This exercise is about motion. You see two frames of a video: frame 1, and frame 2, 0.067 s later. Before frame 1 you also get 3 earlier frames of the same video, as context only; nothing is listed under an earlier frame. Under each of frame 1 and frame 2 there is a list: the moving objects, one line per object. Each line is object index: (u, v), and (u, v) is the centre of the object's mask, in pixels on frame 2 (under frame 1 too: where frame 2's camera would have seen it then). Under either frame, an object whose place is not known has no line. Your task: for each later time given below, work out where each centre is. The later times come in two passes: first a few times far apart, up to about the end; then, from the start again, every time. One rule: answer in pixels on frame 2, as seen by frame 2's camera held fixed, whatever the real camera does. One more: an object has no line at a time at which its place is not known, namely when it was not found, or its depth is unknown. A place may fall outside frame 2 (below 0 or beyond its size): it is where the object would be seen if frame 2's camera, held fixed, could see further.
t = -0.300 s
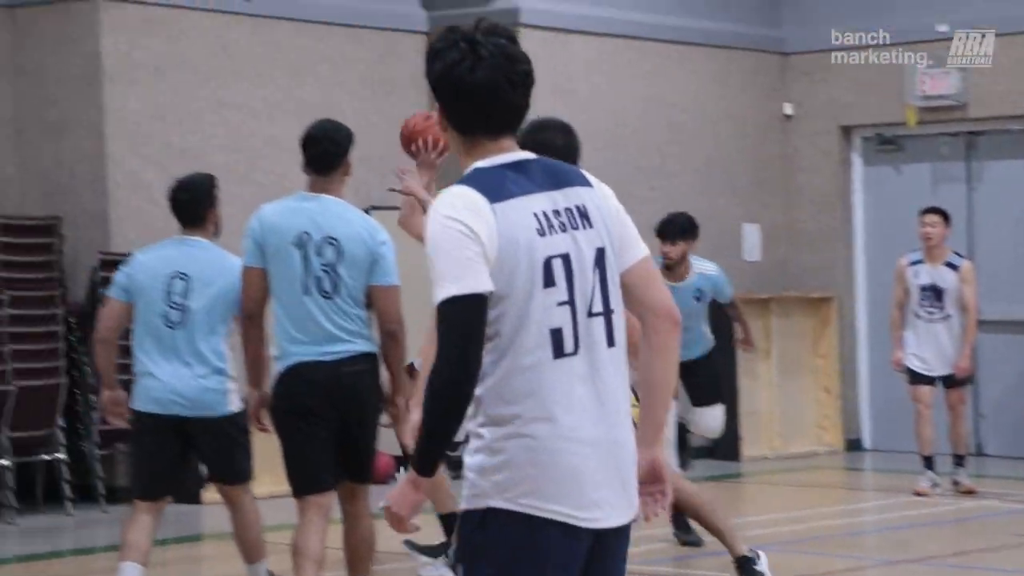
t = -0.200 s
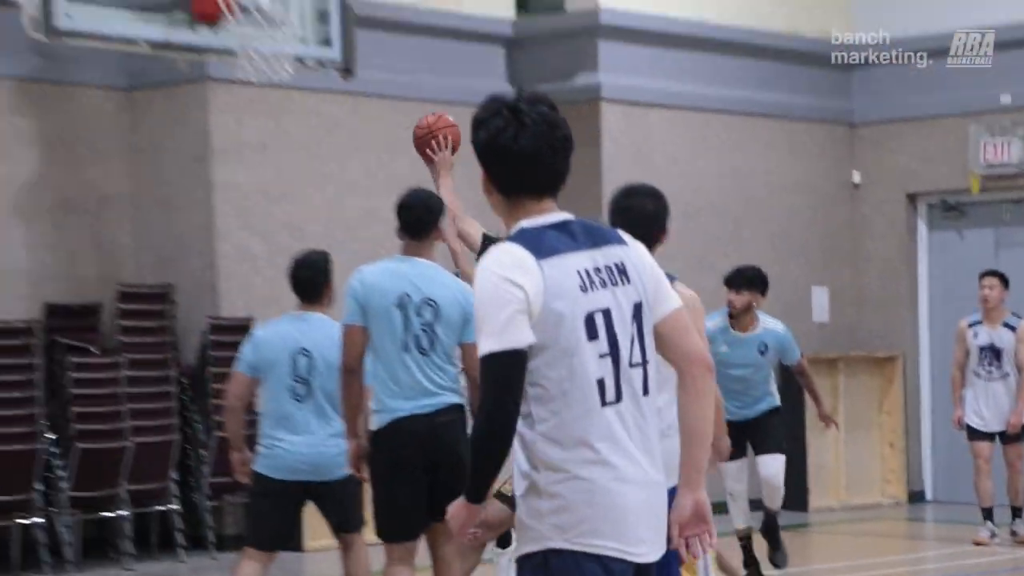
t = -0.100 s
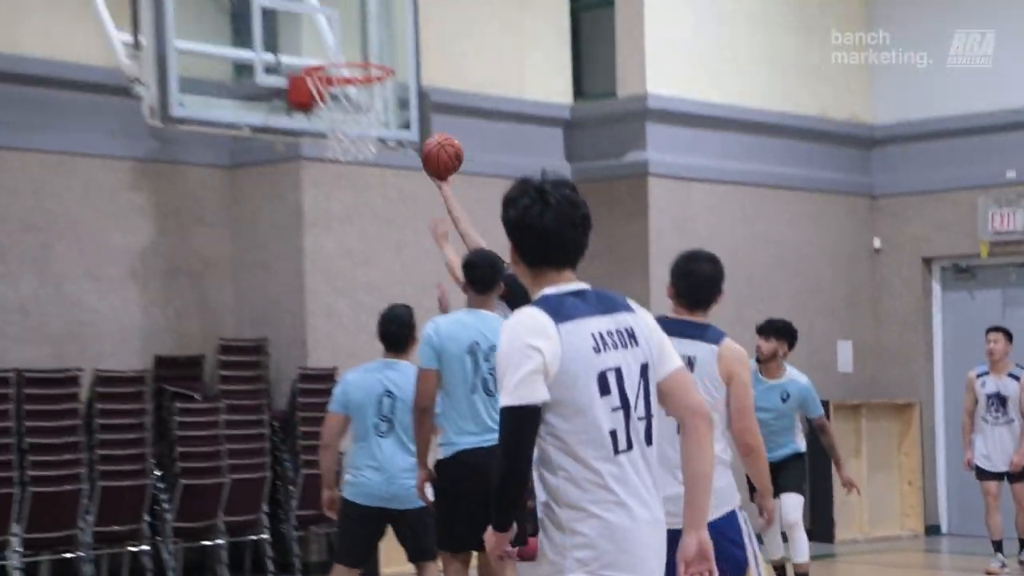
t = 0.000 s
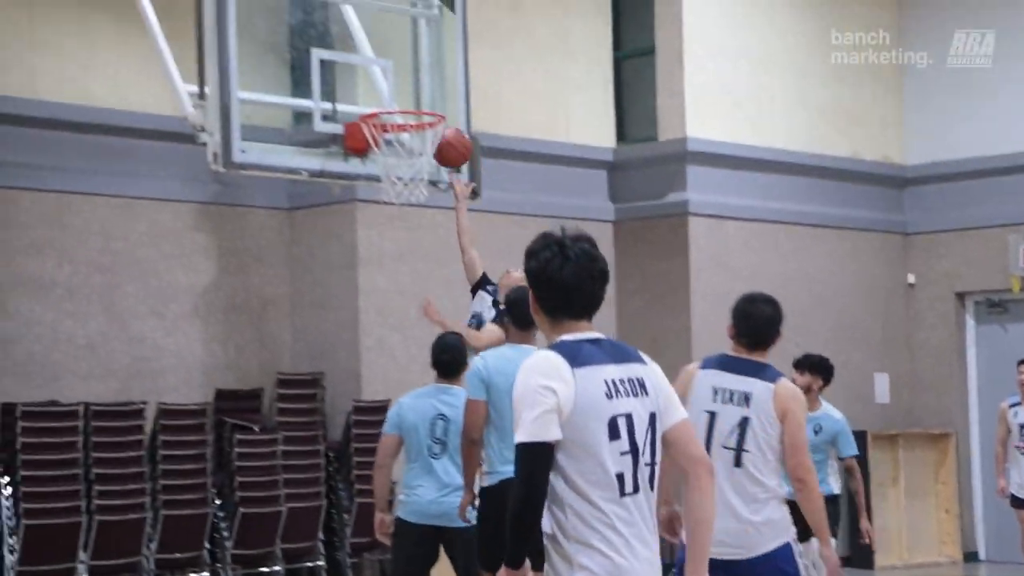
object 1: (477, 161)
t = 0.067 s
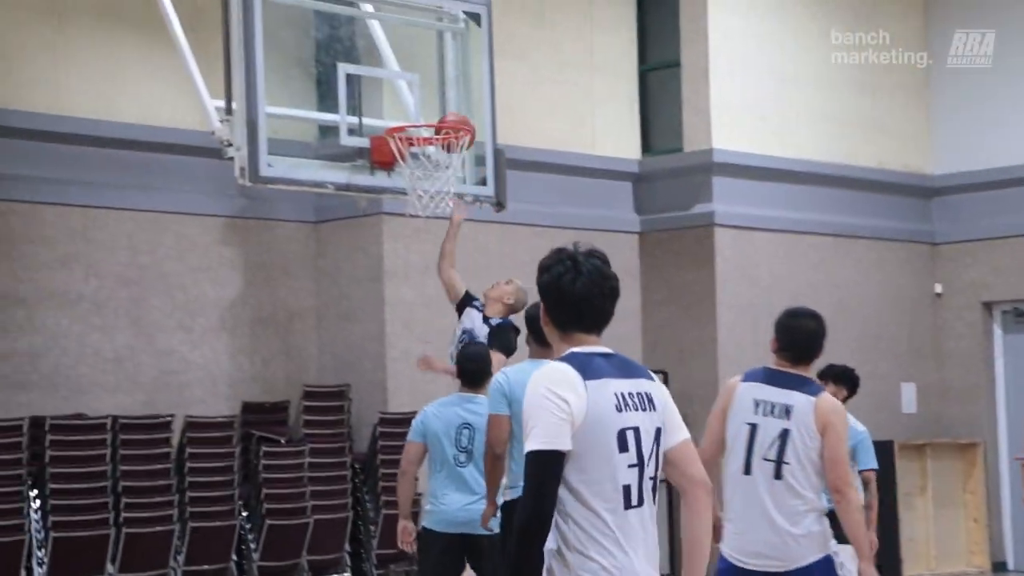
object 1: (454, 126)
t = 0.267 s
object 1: (433, 92)
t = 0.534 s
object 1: (429, 142)
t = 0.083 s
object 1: (450, 117)
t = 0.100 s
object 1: (442, 117)
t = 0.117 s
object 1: (439, 111)
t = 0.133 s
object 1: (435, 109)
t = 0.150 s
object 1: (435, 107)
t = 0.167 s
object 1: (435, 104)
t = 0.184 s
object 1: (434, 101)
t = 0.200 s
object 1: (434, 98)
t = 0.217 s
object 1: (434, 96)
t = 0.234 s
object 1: (433, 94)
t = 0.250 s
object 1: (433, 93)
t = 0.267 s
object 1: (433, 92)
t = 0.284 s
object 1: (432, 92)
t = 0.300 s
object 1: (433, 92)
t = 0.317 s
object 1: (433, 93)
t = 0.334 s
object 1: (433, 93)
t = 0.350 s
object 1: (432, 94)
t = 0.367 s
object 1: (432, 96)
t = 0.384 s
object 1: (432, 98)
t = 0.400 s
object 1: (432, 101)
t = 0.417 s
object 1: (432, 104)
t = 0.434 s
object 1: (432, 107)
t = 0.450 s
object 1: (431, 110)
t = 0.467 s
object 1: (431, 112)
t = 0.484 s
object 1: (431, 114)
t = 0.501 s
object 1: (430, 116)
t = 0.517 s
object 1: (431, 132)
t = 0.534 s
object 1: (429, 142)
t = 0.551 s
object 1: (429, 149)
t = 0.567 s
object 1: (429, 154)
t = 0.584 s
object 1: (428, 160)
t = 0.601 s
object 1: (429, 168)
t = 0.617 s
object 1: (429, 173)
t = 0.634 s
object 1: (430, 177)
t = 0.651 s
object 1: (430, 180)
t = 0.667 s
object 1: (432, 193)
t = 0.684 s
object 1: (432, 194)
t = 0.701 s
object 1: (432, 197)
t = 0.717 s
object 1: (433, 203)
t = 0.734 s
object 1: (434, 210)
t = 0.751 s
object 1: (436, 216)
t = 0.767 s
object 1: (436, 221)
